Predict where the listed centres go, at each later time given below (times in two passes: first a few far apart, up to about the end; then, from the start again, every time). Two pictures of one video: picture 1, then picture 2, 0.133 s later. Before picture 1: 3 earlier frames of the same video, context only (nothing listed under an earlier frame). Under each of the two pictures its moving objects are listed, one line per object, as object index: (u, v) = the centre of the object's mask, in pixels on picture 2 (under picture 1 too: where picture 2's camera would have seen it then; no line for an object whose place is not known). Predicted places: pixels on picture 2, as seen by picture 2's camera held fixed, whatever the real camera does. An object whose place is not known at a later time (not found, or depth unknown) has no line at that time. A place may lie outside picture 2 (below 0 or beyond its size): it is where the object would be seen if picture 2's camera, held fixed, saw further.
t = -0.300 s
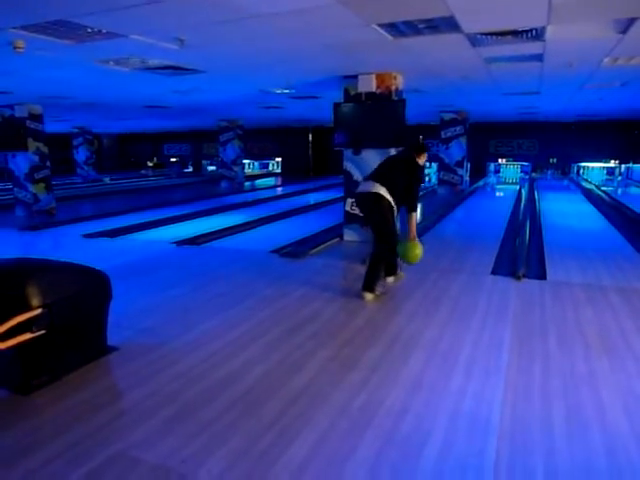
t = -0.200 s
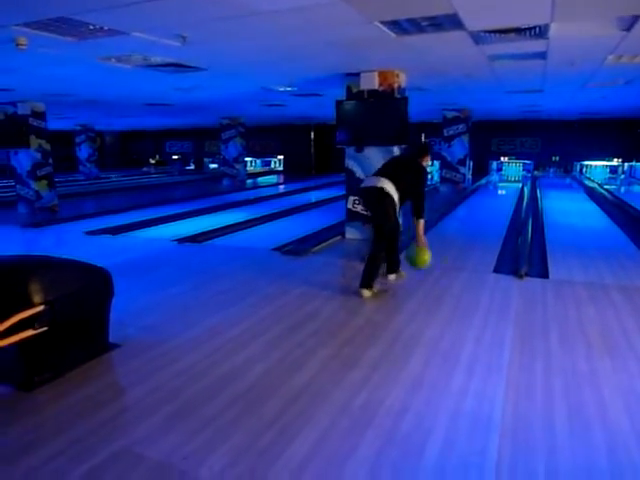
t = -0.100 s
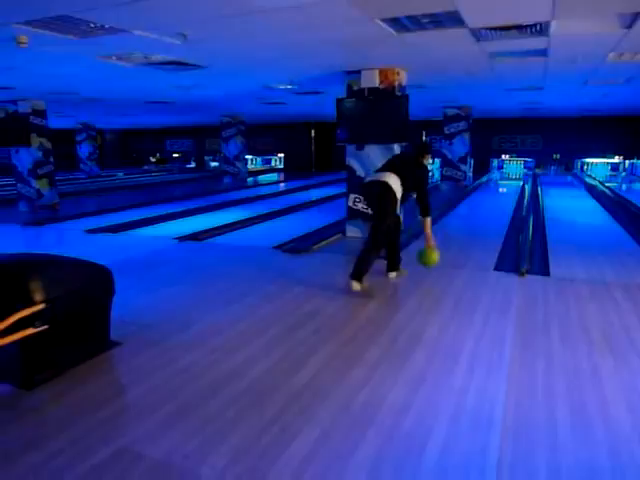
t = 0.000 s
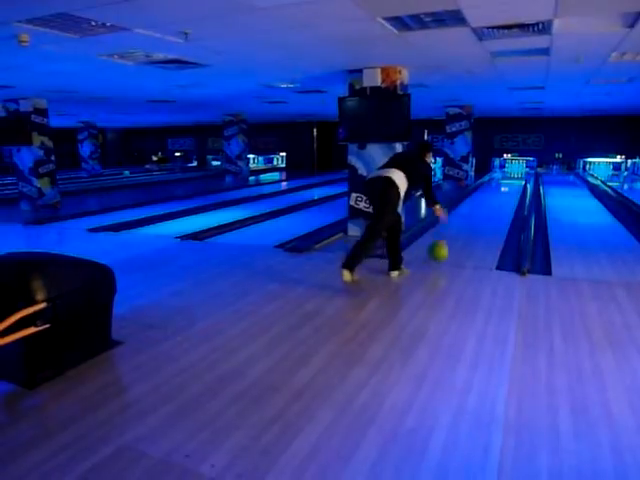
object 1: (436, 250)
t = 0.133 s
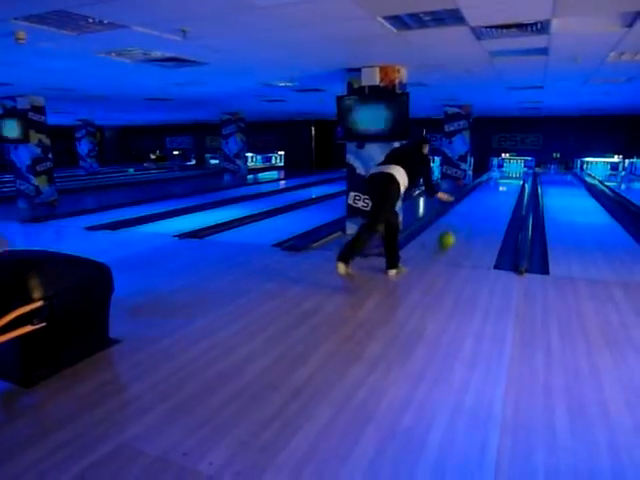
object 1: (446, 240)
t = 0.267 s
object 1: (454, 232)
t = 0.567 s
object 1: (466, 216)
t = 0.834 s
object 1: (474, 206)
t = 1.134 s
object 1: (481, 199)
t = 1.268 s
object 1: (483, 197)
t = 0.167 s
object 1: (448, 238)
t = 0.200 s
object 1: (450, 235)
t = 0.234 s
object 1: (451, 233)
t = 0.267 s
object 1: (454, 232)
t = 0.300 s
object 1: (456, 229)
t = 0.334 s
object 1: (457, 227)
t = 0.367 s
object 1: (459, 224)
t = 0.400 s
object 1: (461, 223)
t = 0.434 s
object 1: (462, 222)
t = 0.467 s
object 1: (463, 221)
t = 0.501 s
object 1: (464, 219)
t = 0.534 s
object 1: (465, 218)
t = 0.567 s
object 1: (466, 216)
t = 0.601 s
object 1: (466, 216)
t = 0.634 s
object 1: (468, 214)
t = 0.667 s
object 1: (469, 213)
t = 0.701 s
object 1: (470, 211)
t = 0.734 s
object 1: (470, 210)
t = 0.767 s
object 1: (472, 209)
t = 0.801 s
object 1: (473, 207)
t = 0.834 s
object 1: (474, 206)
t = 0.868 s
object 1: (474, 206)
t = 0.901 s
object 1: (476, 205)
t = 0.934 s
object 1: (477, 204)
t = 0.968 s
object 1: (478, 203)
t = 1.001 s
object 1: (478, 202)
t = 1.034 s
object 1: (478, 202)
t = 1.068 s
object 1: (479, 201)
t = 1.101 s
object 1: (479, 201)
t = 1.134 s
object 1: (481, 199)
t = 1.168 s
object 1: (481, 199)
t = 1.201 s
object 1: (482, 198)
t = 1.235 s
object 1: (482, 198)
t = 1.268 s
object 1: (483, 197)
